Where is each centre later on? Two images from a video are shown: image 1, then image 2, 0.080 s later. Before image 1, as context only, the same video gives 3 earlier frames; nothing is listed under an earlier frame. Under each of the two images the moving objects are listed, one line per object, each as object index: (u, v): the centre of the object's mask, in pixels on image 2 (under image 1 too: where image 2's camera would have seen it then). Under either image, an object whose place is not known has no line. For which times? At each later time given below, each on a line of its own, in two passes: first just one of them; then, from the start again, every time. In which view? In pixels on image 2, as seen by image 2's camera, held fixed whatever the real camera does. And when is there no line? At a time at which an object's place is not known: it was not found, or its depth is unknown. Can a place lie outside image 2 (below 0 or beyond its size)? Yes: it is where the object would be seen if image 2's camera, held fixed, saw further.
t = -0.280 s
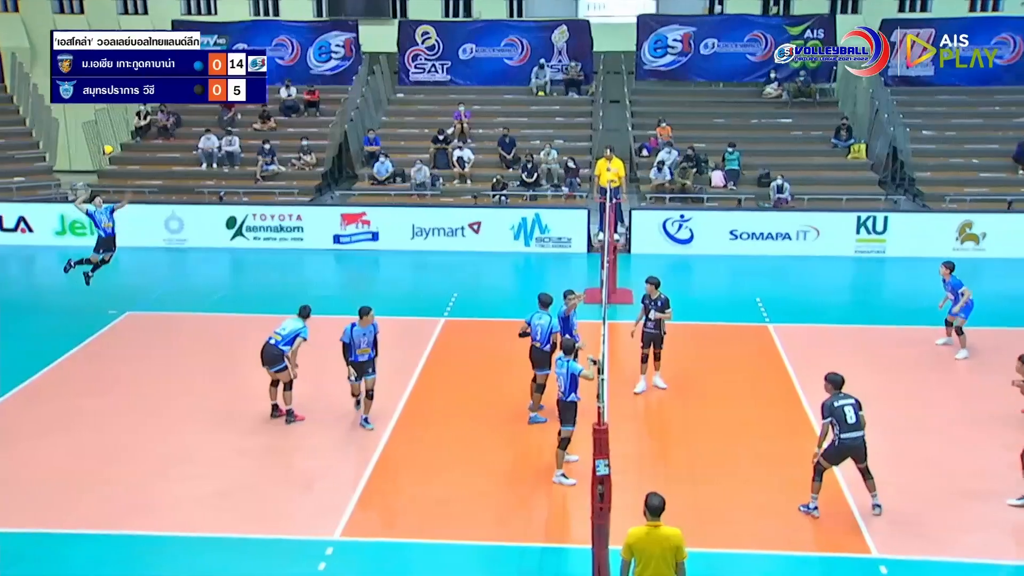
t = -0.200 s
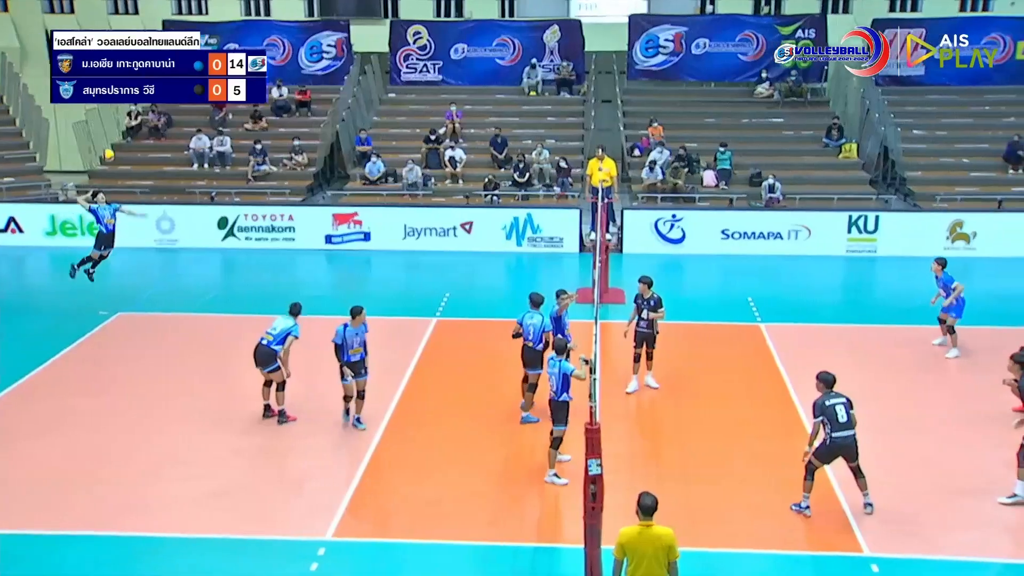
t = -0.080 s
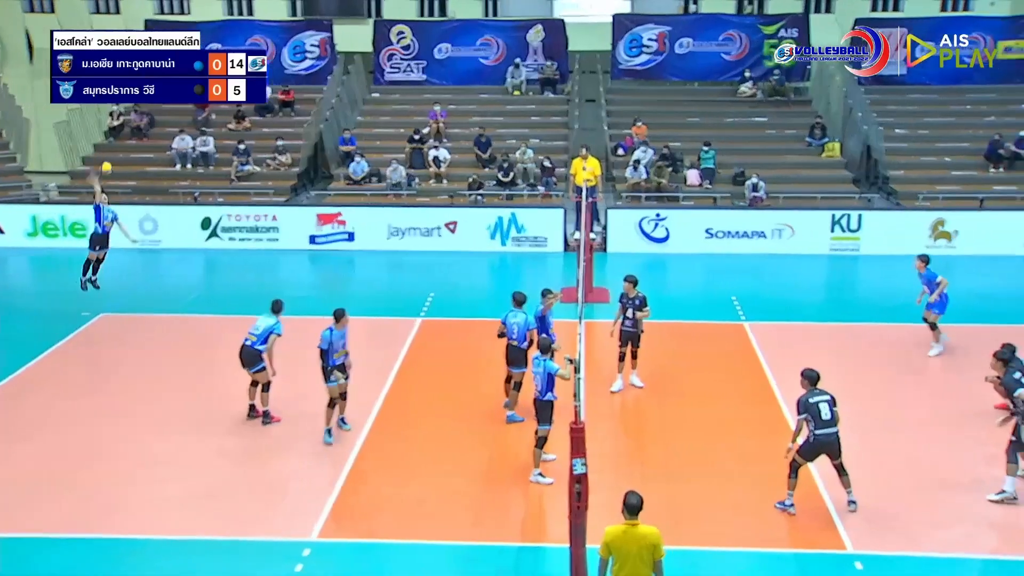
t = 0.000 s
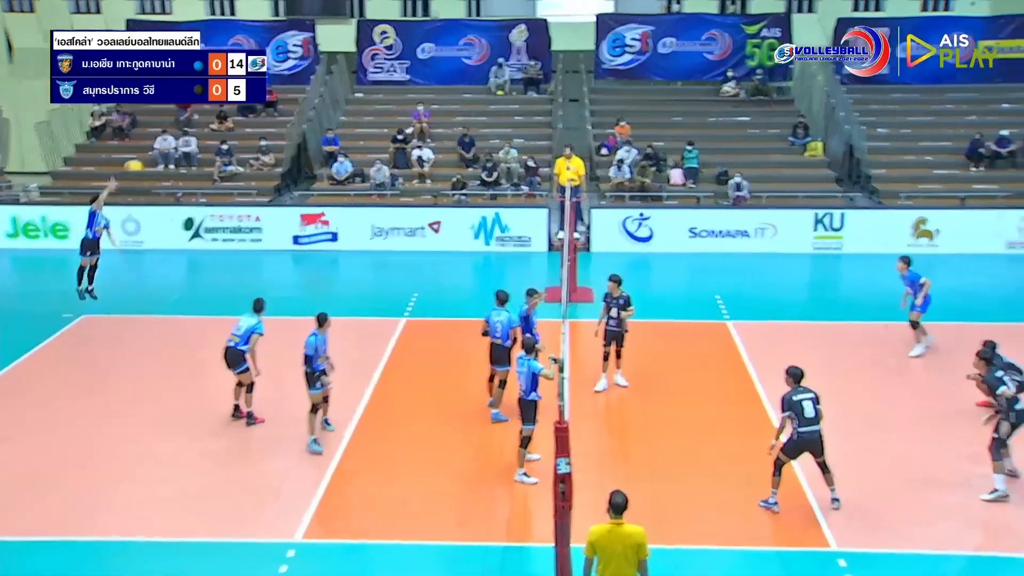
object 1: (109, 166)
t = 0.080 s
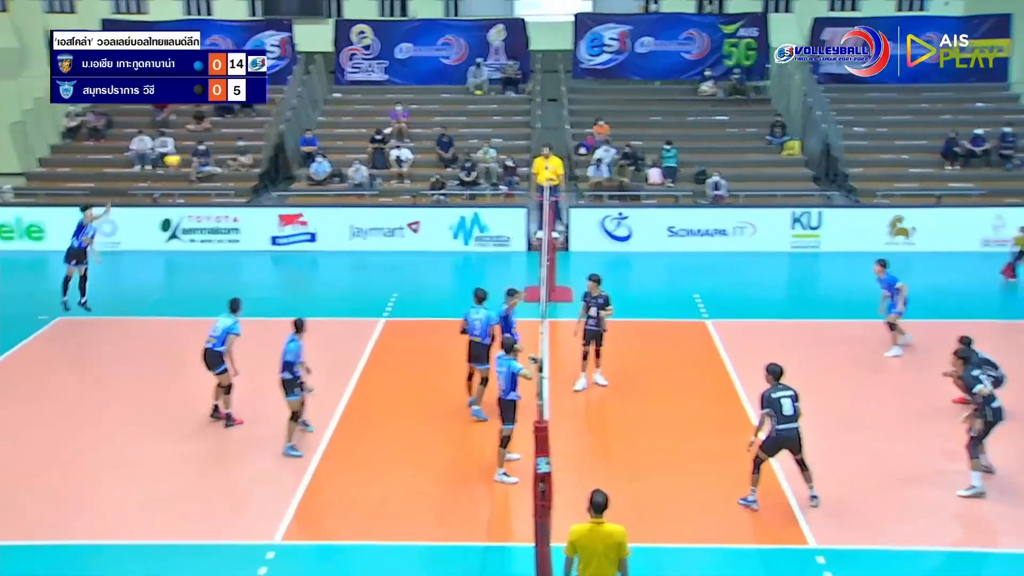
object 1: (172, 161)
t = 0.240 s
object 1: (303, 157)
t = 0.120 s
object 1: (205, 159)
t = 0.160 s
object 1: (238, 157)
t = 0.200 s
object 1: (271, 157)
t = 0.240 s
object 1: (303, 157)
